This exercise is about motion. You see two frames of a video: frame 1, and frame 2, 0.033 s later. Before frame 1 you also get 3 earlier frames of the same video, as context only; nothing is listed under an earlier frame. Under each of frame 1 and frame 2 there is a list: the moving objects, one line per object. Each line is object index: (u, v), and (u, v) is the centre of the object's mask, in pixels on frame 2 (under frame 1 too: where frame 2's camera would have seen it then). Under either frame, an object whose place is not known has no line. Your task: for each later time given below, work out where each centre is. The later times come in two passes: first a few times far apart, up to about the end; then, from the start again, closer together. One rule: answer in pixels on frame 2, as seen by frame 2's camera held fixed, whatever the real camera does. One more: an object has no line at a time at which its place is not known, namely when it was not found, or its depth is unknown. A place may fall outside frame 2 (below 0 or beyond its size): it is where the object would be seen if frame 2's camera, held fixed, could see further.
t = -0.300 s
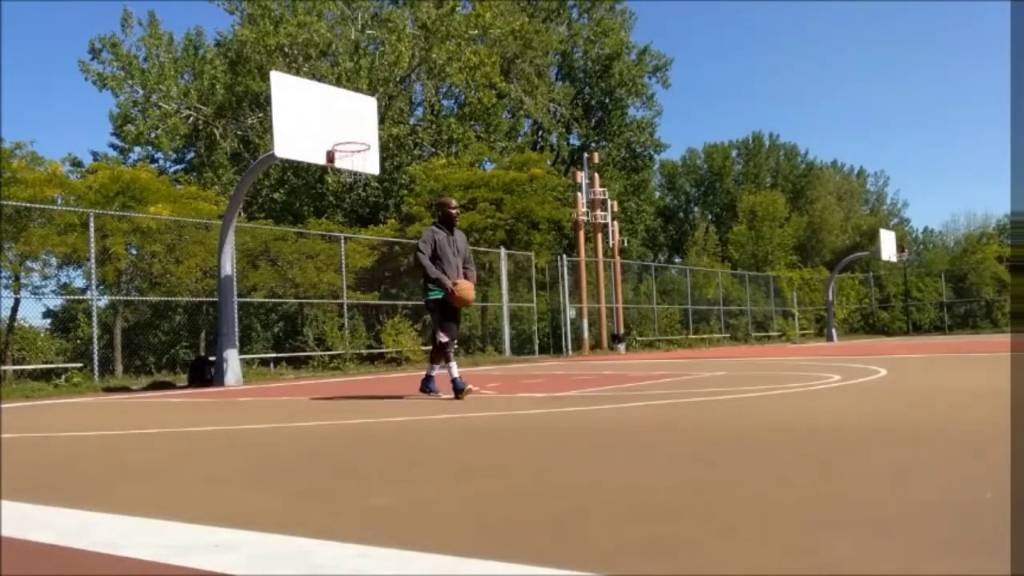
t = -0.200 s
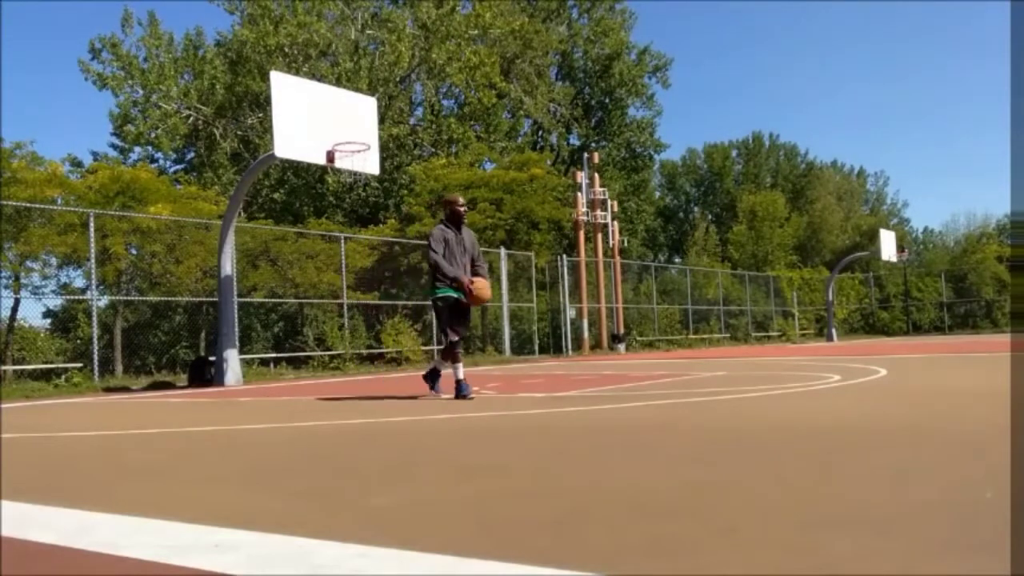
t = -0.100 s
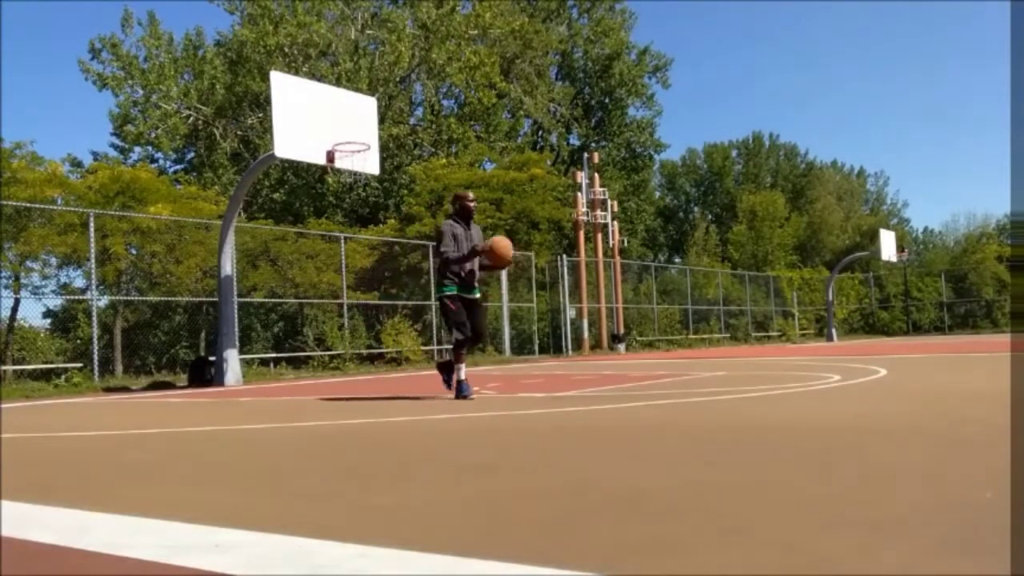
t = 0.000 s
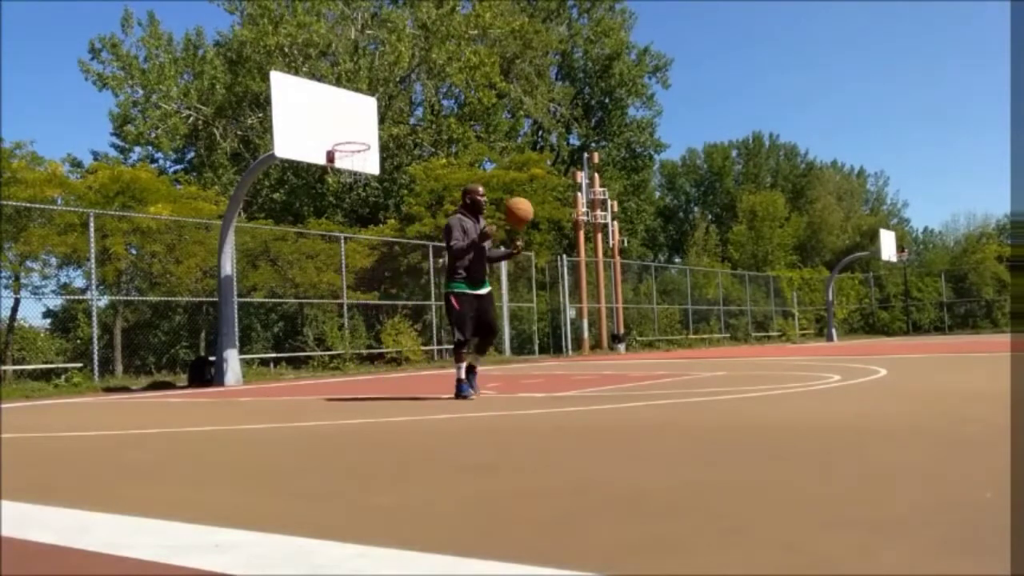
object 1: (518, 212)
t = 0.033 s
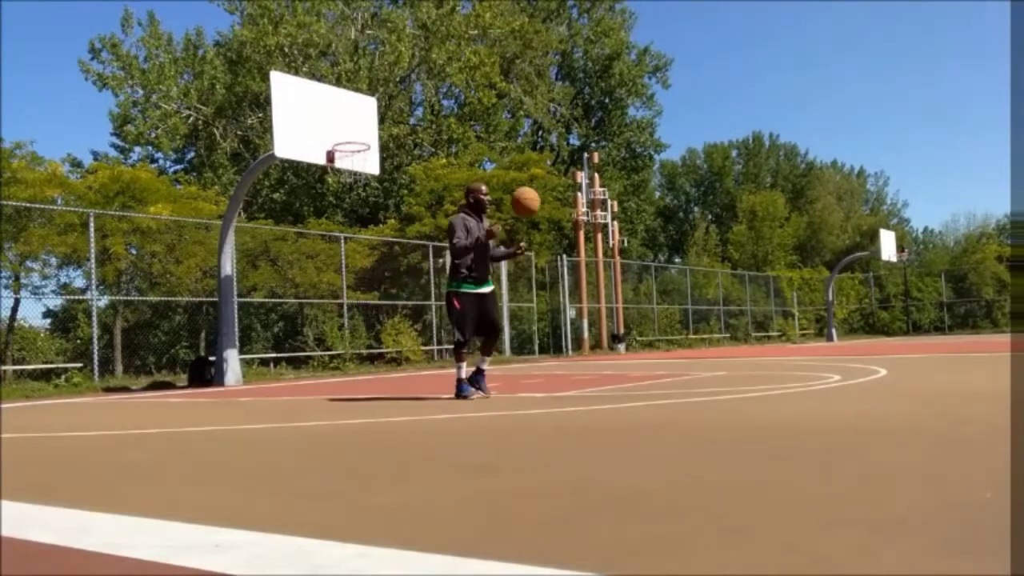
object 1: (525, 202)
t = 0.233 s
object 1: (568, 167)
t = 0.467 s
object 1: (624, 187)
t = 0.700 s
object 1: (687, 276)
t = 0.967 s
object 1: (733, 321)
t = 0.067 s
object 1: (532, 193)
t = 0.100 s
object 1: (539, 185)
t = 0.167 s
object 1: (554, 174)
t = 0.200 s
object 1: (561, 170)
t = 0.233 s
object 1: (568, 167)
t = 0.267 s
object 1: (575, 166)
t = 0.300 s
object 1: (583, 166)
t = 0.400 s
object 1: (607, 175)
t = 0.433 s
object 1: (616, 180)
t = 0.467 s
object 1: (624, 187)
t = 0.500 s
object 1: (632, 195)
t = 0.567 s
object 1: (649, 216)
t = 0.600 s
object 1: (658, 229)
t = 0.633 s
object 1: (668, 243)
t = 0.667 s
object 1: (678, 258)
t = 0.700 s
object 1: (687, 276)
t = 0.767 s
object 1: (707, 315)
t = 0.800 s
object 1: (717, 338)
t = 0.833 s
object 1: (727, 362)
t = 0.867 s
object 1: (737, 383)
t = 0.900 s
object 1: (735, 361)
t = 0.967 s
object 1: (733, 321)
